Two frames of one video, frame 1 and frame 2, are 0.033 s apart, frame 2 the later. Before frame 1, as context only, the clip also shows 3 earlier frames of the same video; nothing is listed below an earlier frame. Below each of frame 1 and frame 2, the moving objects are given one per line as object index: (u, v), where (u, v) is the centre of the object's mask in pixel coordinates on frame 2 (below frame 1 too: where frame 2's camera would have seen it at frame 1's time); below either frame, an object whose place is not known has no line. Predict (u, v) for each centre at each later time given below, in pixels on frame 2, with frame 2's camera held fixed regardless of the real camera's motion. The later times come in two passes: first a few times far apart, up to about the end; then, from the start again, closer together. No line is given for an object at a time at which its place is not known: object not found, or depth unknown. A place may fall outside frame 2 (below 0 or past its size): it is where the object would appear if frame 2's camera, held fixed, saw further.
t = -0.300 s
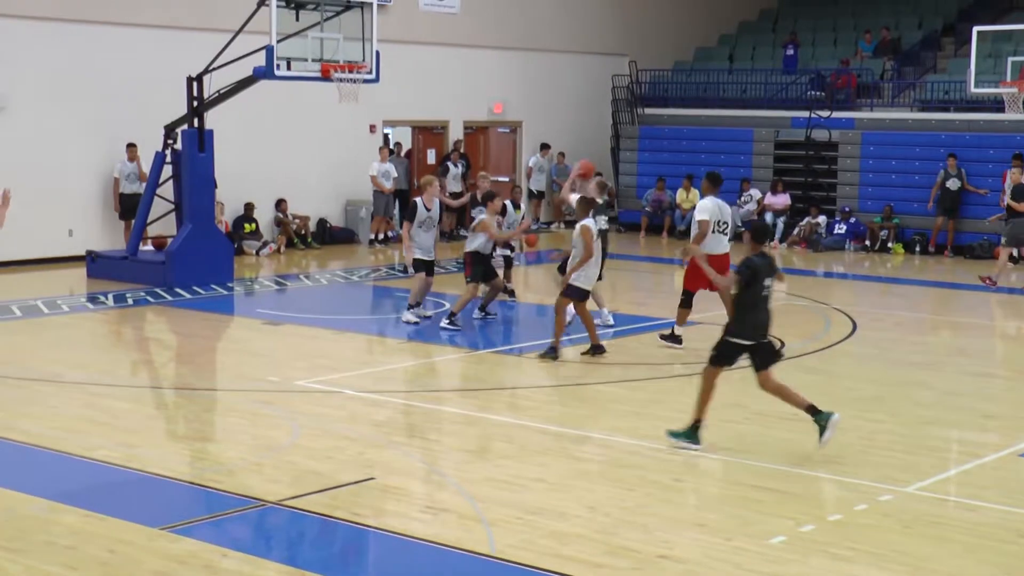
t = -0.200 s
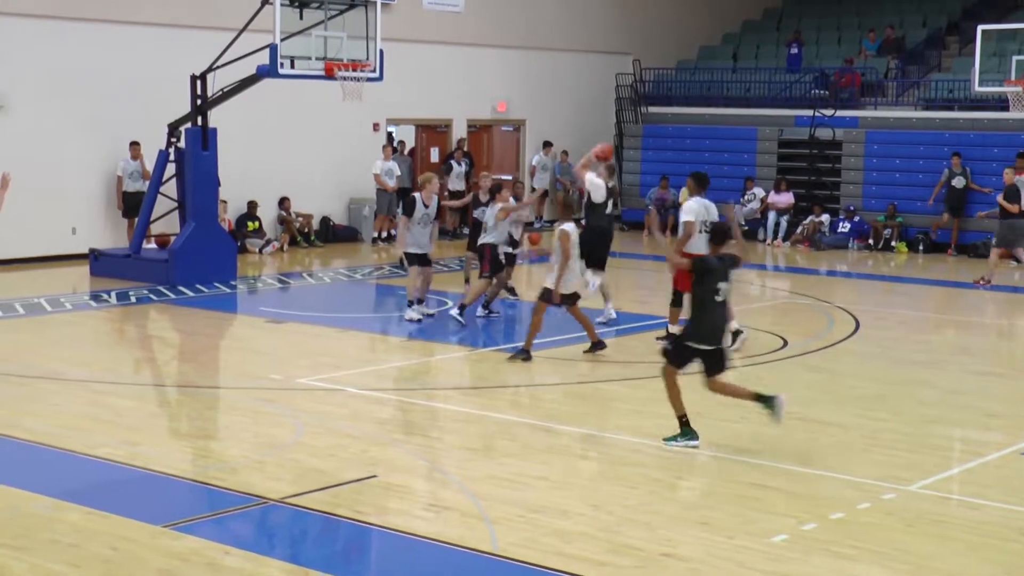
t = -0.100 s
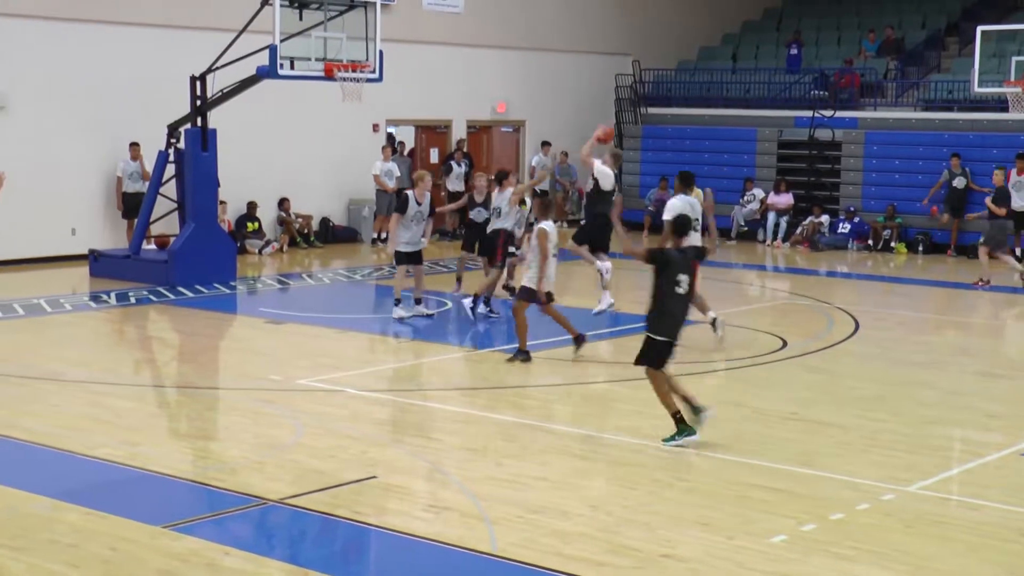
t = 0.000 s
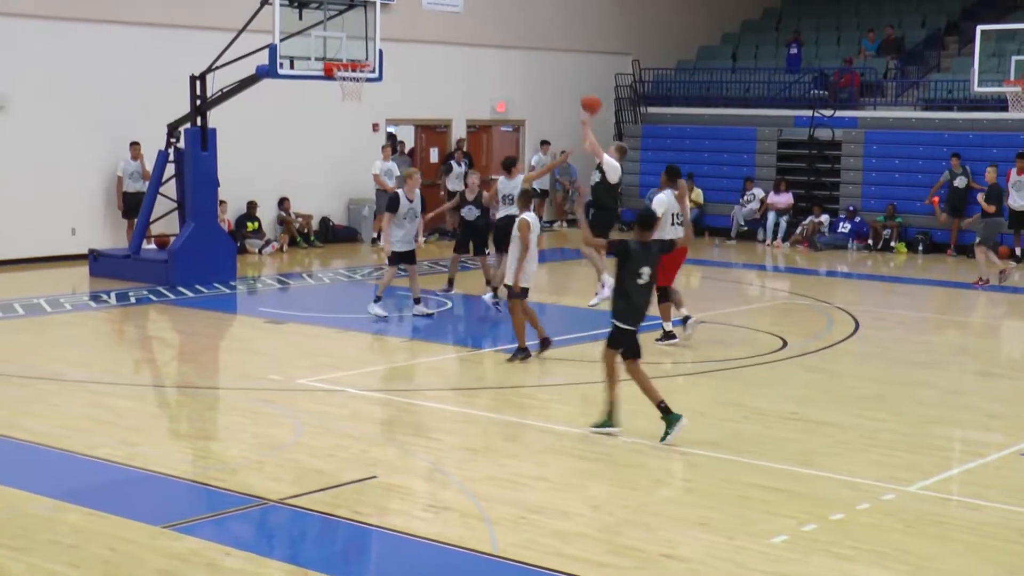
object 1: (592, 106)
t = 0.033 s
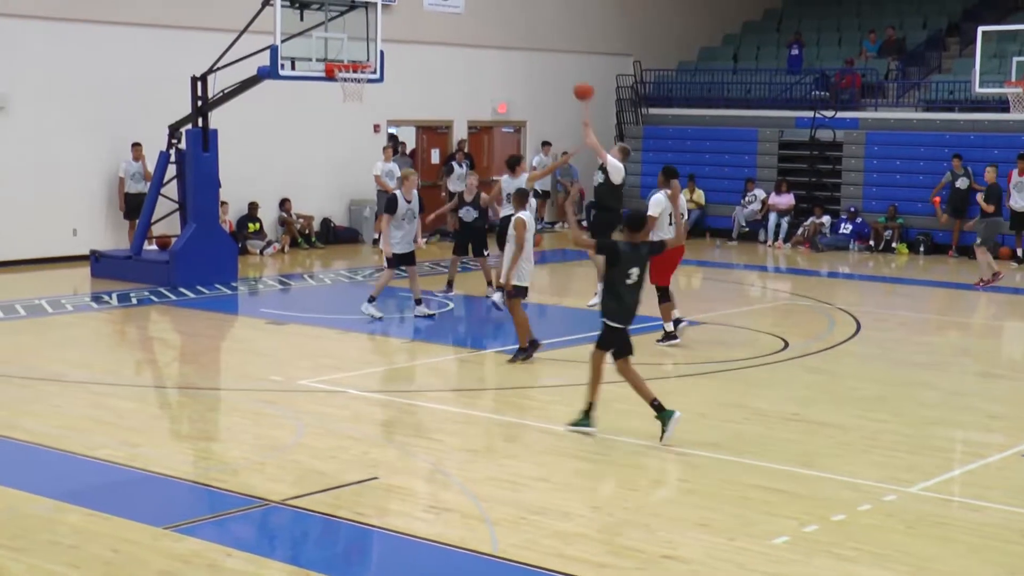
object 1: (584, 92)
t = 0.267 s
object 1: (516, 19)
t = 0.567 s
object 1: (435, -7)
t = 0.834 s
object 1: (365, 31)
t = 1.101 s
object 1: (342, 22)
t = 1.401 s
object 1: (352, 18)
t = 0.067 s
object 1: (574, 78)
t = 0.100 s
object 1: (564, 66)
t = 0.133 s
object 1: (554, 55)
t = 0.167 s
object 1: (545, 44)
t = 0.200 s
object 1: (535, 35)
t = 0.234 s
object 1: (526, 27)
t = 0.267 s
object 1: (516, 19)
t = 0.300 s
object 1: (507, 13)
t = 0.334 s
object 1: (498, 7)
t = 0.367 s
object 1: (489, 4)
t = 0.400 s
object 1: (480, 1)
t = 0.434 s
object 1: (471, -3)
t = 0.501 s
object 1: (452, -8)
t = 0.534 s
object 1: (444, -8)
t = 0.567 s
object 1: (435, -7)
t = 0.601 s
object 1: (425, -5)
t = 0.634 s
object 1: (416, -3)
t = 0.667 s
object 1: (408, 1)
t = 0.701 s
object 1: (399, 5)
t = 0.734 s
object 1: (391, 10)
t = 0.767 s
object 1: (382, 17)
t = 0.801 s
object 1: (373, 23)
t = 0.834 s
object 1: (365, 31)
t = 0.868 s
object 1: (357, 39)
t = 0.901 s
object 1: (348, 49)
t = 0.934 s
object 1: (341, 55)
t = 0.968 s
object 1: (340, 48)
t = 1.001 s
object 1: (339, 39)
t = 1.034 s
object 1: (340, 32)
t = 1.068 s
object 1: (341, 27)
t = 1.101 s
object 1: (342, 22)
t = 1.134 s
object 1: (343, 18)
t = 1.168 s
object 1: (344, 15)
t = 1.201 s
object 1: (346, 13)
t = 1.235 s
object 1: (347, 12)
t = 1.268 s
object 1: (348, 11)
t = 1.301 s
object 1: (350, 12)
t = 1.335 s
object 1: (350, 13)
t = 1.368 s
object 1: (351, 15)
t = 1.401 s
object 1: (352, 18)
